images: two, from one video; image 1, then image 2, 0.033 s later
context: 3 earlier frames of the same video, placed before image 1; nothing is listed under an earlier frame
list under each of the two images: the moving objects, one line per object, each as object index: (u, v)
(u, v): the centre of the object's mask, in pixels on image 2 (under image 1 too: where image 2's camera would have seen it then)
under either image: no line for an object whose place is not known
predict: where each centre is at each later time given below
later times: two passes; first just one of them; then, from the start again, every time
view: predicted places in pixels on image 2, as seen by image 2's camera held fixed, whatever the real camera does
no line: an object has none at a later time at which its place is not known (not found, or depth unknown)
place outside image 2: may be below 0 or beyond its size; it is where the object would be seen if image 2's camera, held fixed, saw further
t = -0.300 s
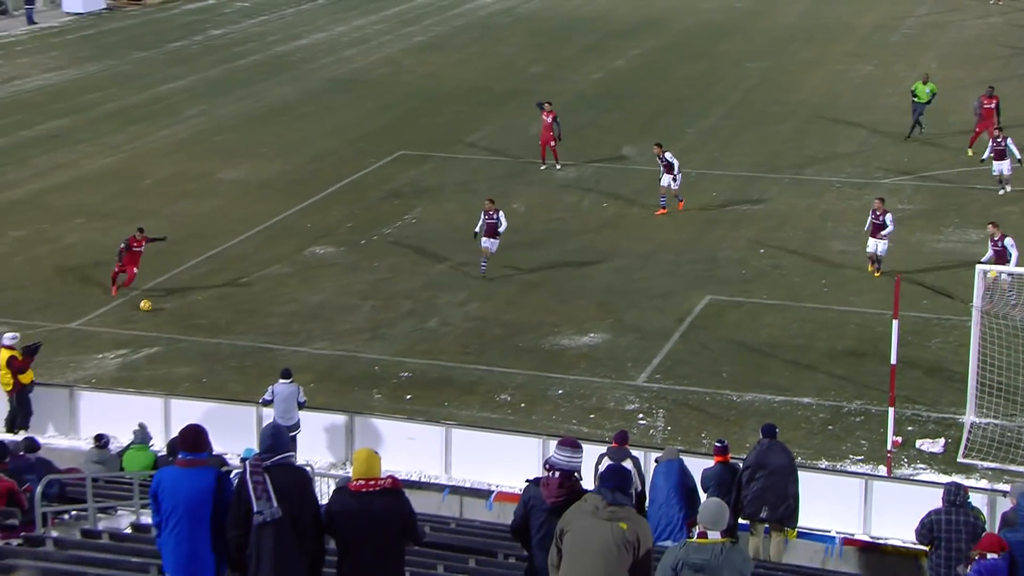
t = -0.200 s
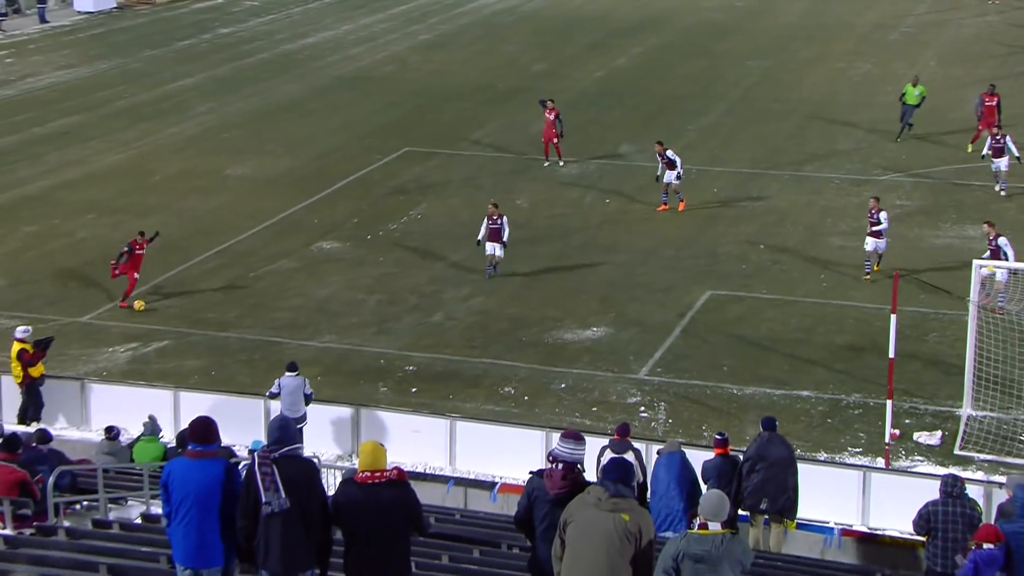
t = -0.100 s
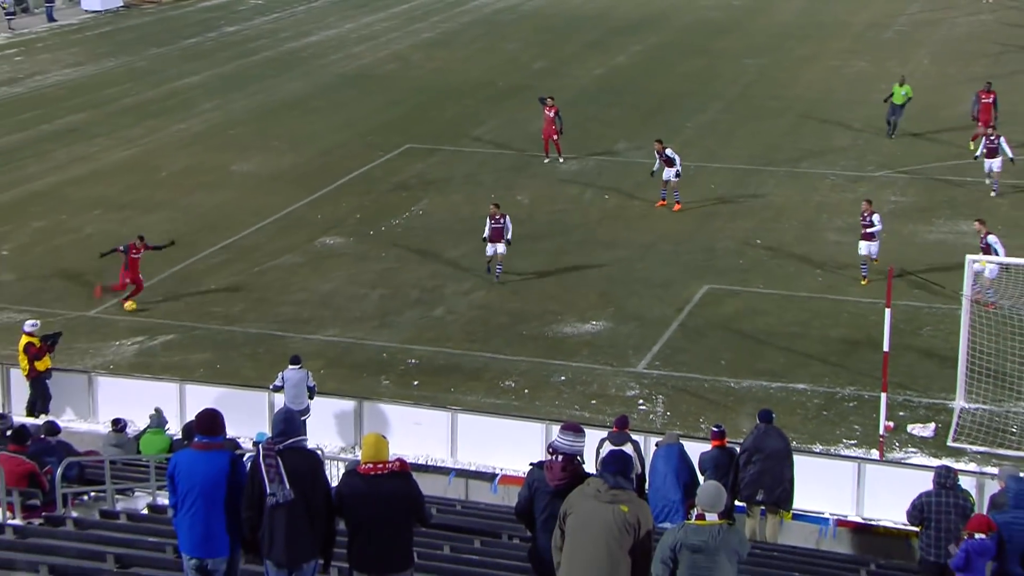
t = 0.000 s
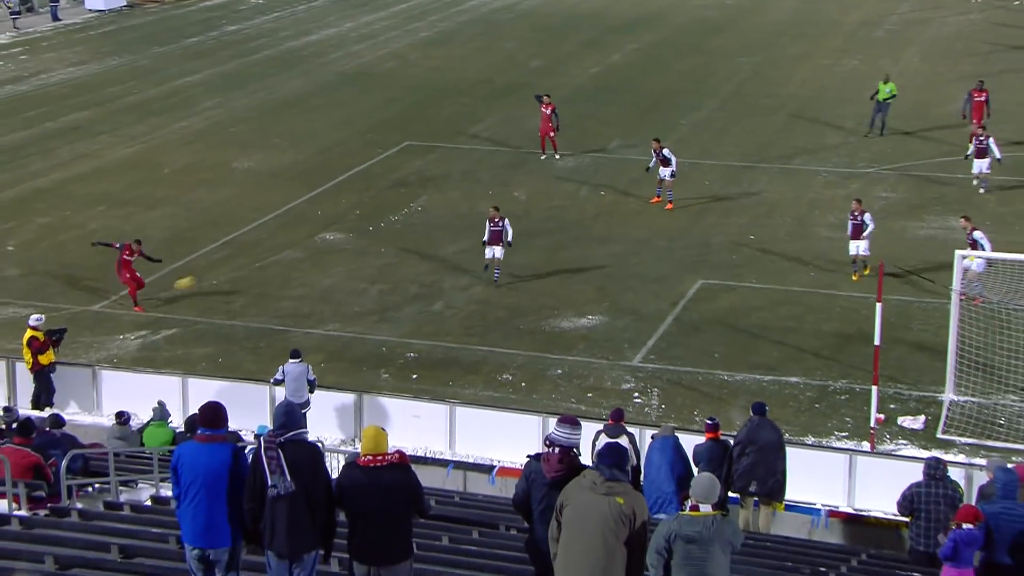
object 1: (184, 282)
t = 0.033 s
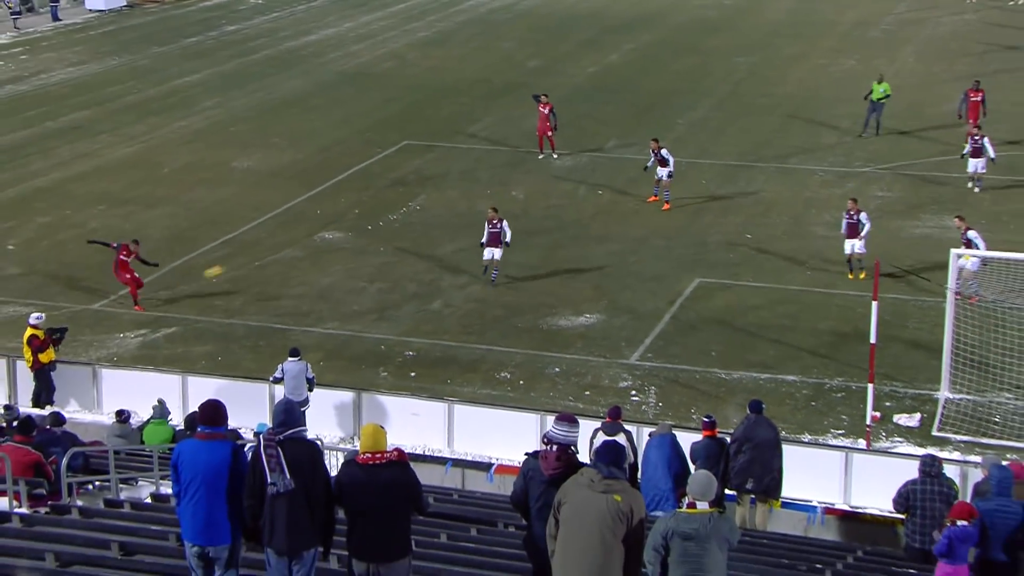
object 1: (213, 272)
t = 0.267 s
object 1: (410, 213)
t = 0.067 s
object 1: (243, 262)
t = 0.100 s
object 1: (271, 253)
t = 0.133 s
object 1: (300, 244)
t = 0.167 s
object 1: (327, 236)
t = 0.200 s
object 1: (357, 228)
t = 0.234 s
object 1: (383, 220)
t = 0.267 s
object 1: (410, 213)
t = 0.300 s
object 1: (436, 207)
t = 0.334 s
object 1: (462, 200)
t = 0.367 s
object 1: (487, 194)
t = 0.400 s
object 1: (513, 188)
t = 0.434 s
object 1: (537, 183)
